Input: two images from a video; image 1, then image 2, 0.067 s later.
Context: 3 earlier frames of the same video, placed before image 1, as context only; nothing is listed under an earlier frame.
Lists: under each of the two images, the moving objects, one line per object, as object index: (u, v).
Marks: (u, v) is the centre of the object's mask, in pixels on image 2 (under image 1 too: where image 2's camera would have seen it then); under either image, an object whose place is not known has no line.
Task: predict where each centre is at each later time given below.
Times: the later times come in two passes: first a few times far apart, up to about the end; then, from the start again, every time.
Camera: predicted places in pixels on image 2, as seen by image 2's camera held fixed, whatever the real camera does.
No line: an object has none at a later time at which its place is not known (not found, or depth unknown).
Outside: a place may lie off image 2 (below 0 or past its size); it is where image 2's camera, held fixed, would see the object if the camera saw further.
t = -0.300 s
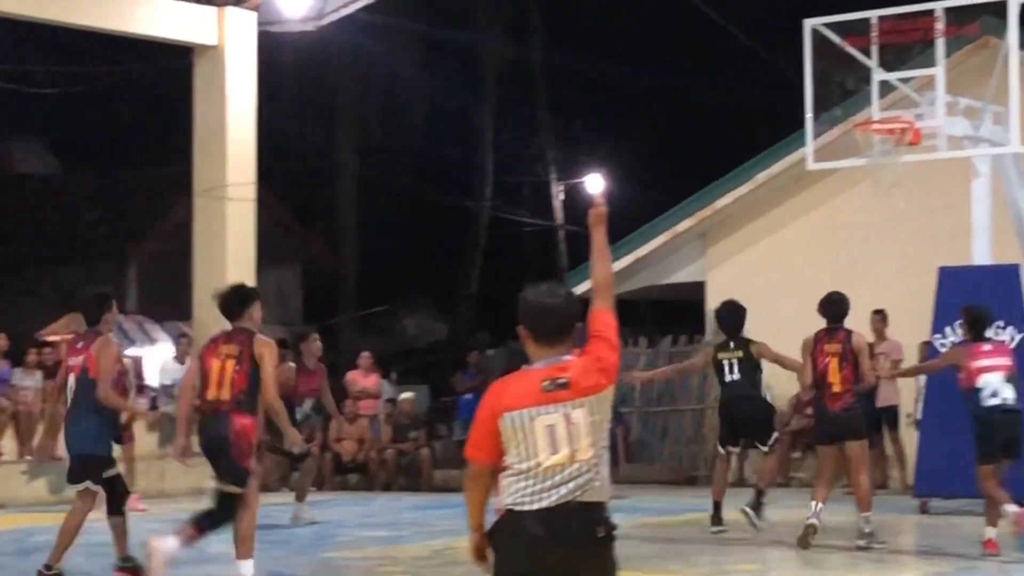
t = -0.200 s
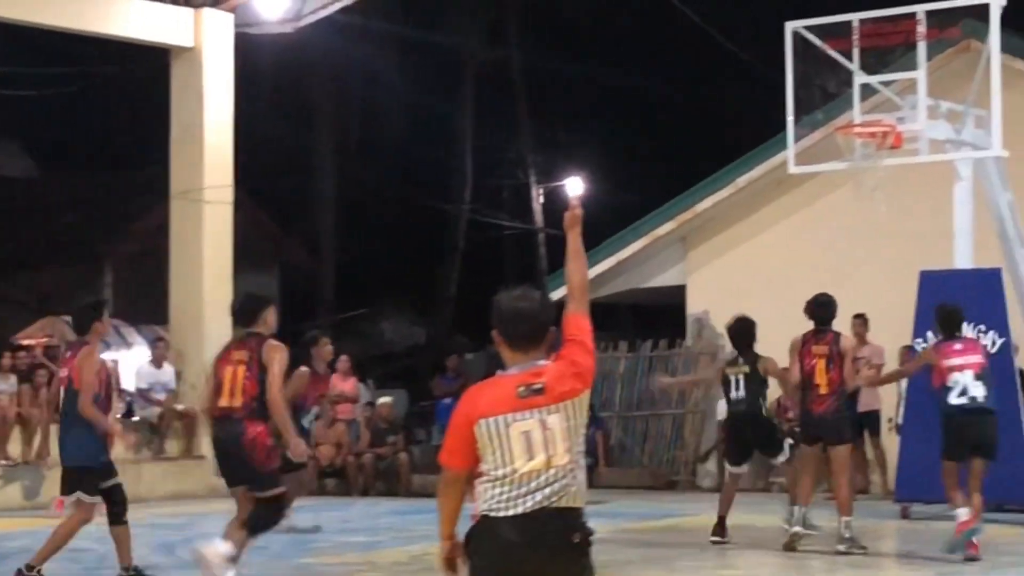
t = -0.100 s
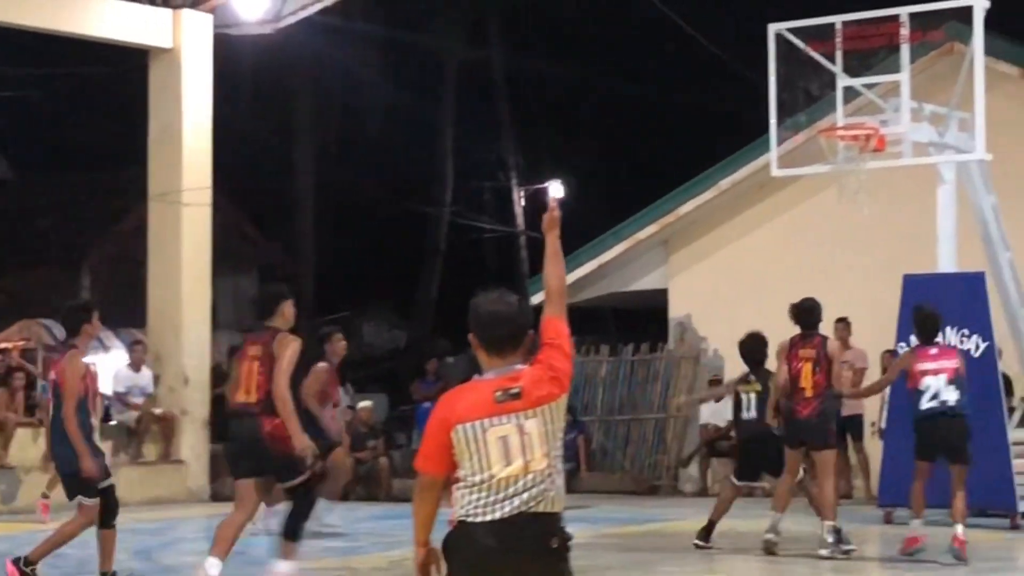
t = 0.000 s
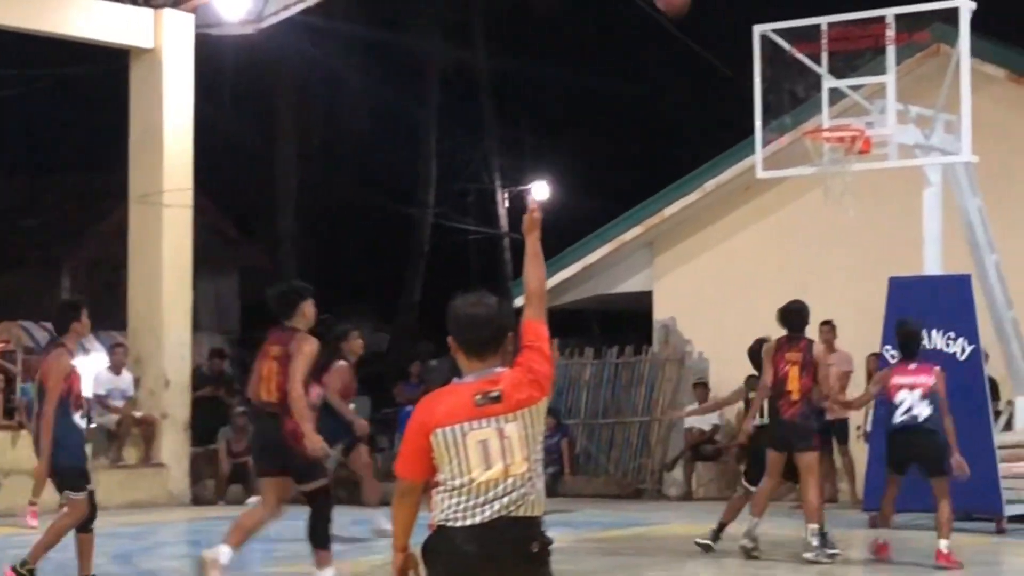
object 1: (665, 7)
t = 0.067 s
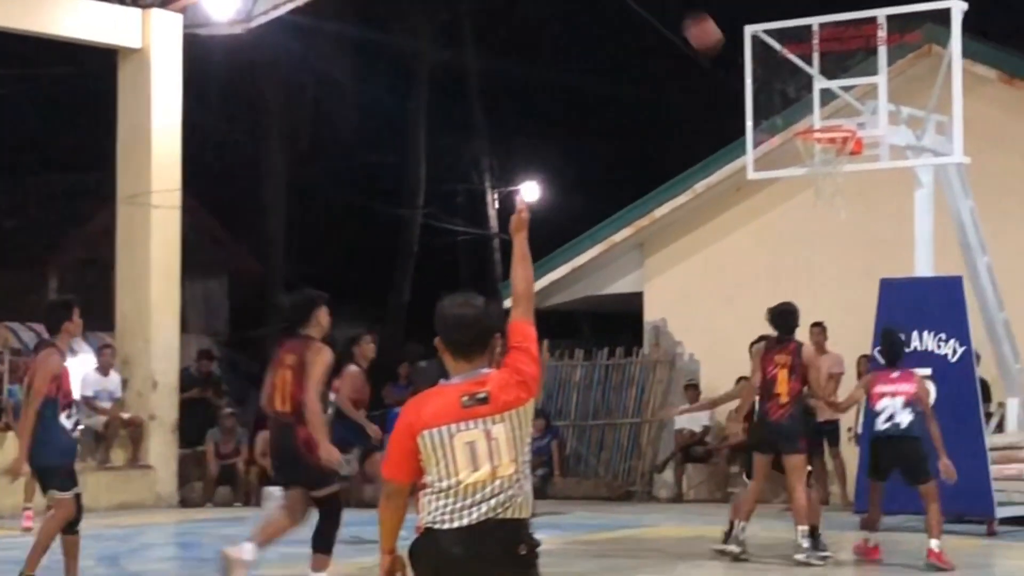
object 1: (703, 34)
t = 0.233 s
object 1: (786, 111)
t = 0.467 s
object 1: (767, 39)
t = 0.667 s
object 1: (750, 30)
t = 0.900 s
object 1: (731, 84)
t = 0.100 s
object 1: (723, 52)
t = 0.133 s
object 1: (744, 74)
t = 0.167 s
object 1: (767, 98)
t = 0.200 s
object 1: (785, 118)
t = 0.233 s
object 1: (786, 111)
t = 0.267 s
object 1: (783, 97)
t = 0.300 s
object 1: (781, 85)
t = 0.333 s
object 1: (778, 72)
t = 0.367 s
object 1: (775, 64)
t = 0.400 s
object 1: (772, 54)
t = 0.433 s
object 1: (769, 46)
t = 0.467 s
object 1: (767, 39)
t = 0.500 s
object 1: (763, 34)
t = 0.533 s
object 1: (761, 30)
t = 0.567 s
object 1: (758, 28)
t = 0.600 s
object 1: (755, 27)
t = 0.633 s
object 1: (753, 28)
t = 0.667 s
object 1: (750, 30)
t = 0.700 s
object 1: (747, 33)
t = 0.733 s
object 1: (744, 38)
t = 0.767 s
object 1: (742, 44)
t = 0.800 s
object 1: (739, 52)
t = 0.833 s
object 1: (735, 61)
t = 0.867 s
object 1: (733, 72)
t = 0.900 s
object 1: (731, 84)
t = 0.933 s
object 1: (728, 97)
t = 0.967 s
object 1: (726, 111)
